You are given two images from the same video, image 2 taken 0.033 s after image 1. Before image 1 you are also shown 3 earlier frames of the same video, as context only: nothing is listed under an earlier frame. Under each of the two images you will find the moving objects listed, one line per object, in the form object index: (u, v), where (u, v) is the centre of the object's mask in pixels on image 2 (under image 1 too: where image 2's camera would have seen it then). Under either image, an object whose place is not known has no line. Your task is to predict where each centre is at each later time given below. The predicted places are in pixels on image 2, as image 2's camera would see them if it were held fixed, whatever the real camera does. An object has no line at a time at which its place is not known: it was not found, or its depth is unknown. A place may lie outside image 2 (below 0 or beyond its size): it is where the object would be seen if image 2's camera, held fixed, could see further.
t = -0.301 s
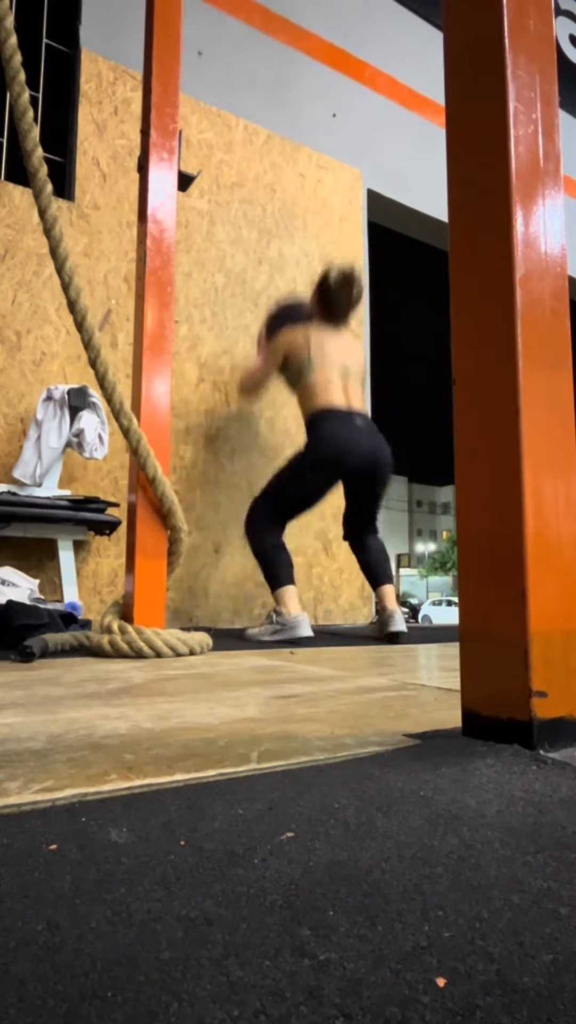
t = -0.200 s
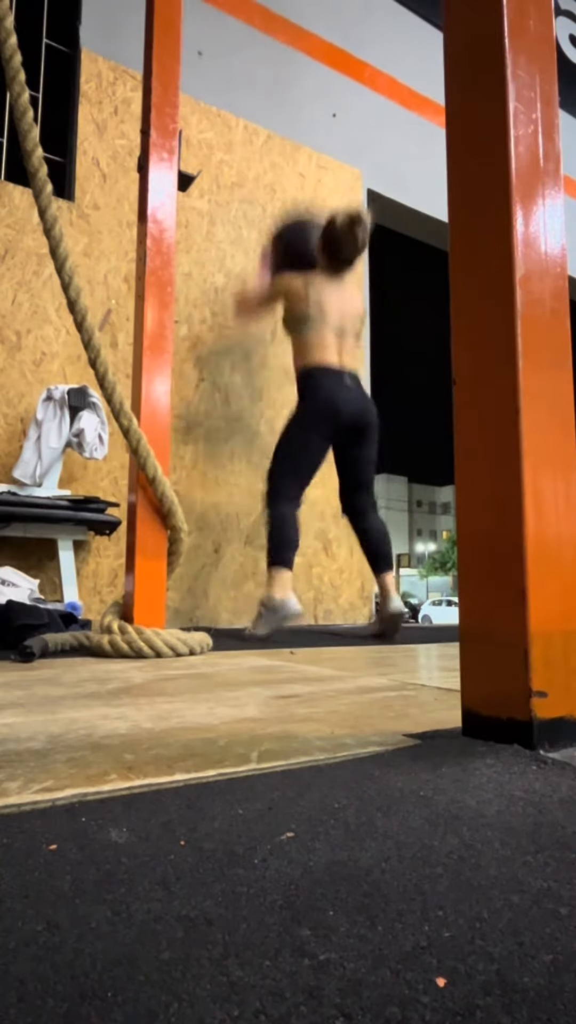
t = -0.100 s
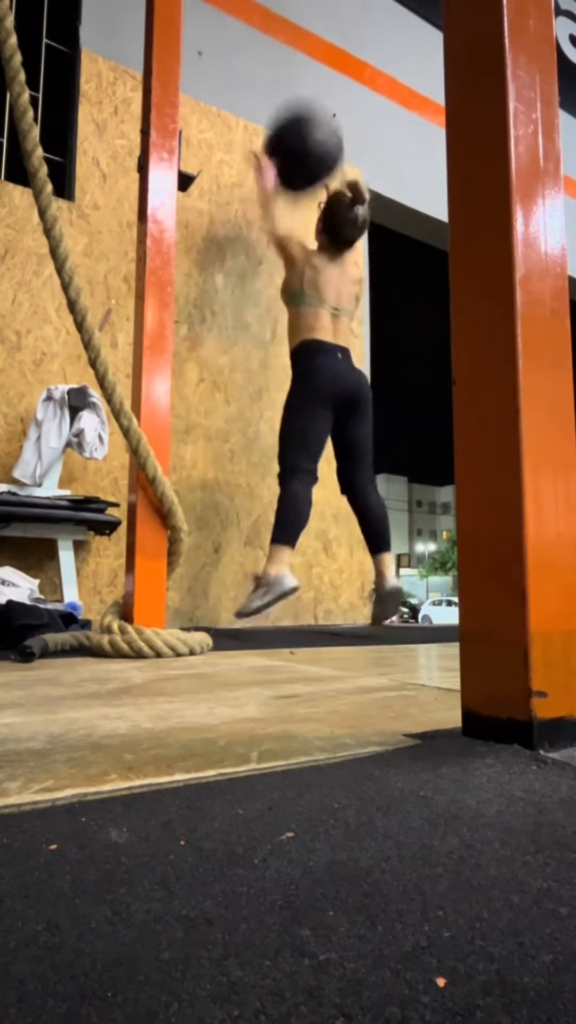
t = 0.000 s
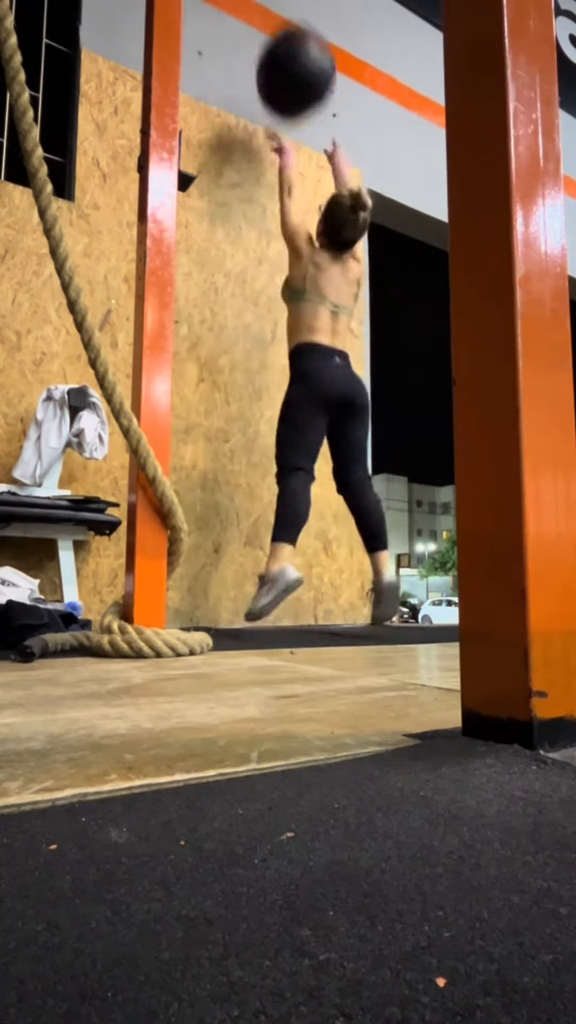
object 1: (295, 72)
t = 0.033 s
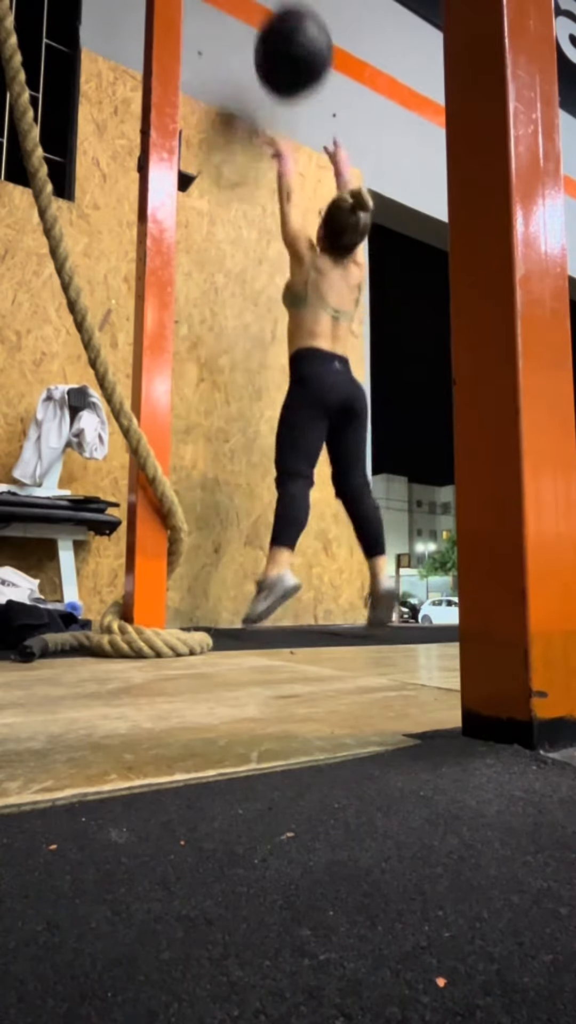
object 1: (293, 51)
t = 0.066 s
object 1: (290, 38)
